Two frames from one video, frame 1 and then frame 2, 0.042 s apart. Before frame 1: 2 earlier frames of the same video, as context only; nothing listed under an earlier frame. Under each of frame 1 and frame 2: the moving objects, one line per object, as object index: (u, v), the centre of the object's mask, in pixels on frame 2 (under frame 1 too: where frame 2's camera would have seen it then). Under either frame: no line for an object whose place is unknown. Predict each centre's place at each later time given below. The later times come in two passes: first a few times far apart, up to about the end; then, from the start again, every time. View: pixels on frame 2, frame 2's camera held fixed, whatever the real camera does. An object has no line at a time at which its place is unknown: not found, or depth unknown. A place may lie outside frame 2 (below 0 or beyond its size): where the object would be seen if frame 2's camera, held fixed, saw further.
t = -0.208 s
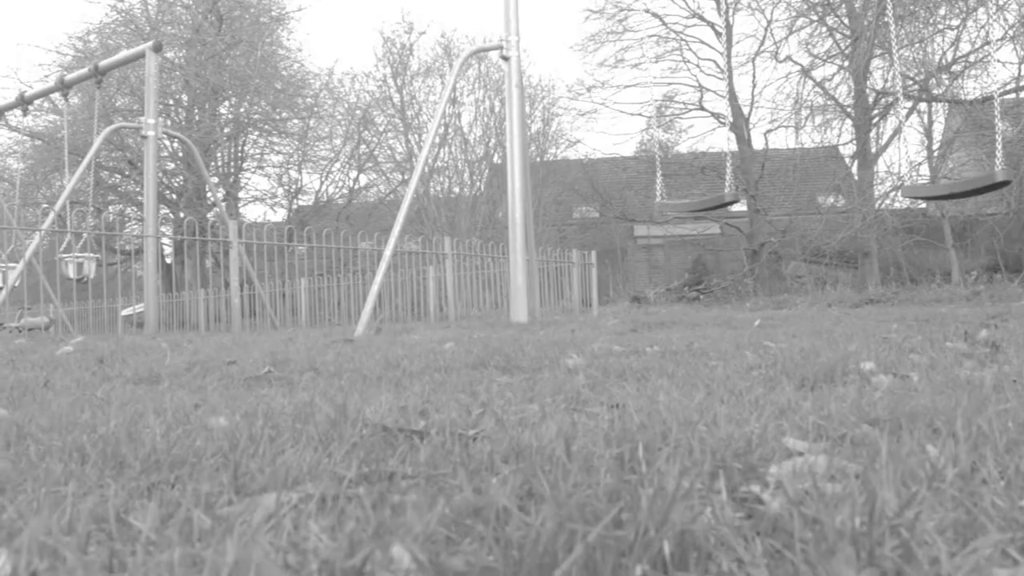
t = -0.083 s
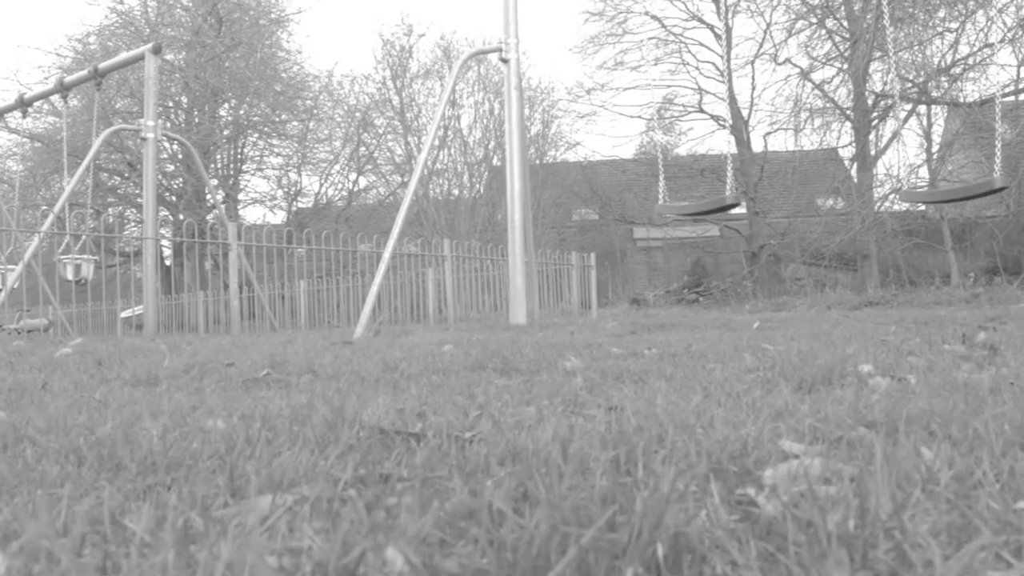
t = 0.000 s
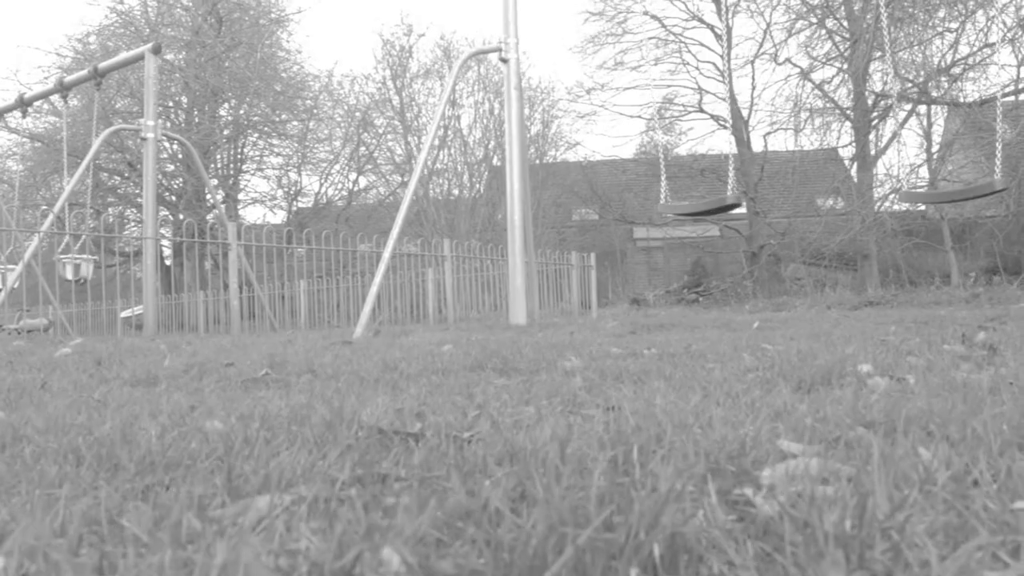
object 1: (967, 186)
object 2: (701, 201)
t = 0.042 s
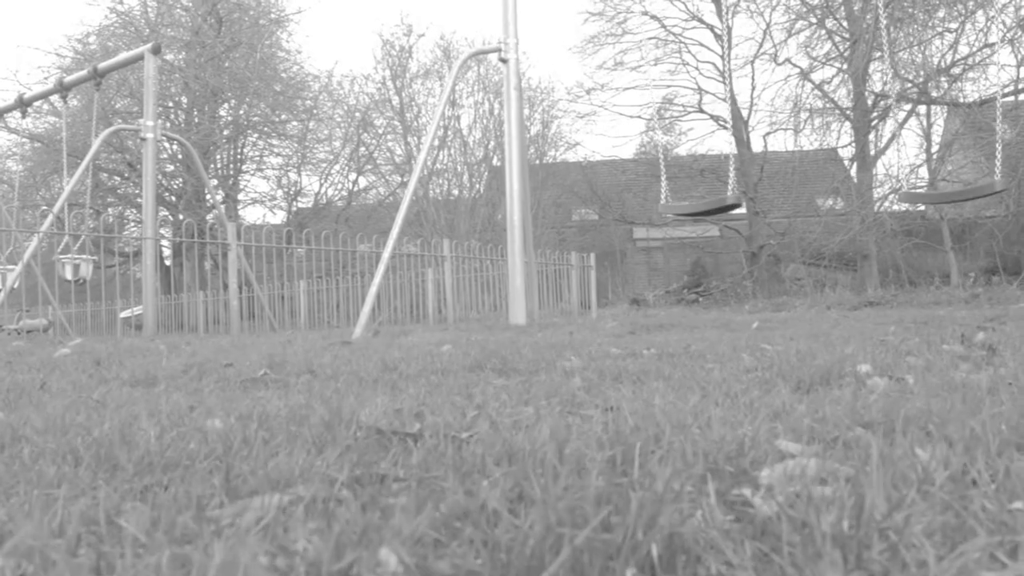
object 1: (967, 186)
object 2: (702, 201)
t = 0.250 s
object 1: (968, 187)
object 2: (703, 202)
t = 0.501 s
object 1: (967, 188)
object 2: (704, 202)
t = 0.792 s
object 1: (969, 188)
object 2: (694, 203)
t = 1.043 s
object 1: (974, 185)
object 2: (689, 199)
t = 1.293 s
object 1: (972, 179)
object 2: (683, 199)
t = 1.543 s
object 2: (677, 195)
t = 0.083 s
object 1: (966, 187)
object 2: (703, 201)
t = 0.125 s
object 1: (969, 187)
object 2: (702, 201)
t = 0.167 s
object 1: (968, 187)
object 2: (702, 202)
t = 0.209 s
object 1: (965, 188)
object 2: (701, 202)
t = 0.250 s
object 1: (968, 187)
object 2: (703, 202)
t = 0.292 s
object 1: (968, 187)
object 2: (704, 202)
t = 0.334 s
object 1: (966, 188)
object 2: (705, 202)
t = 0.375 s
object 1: (968, 187)
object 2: (703, 203)
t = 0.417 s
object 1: (964, 189)
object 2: (704, 202)
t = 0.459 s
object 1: (965, 188)
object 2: (703, 203)
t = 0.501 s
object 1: (967, 188)
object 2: (704, 202)
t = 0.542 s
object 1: (966, 188)
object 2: (702, 203)
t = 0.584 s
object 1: (967, 188)
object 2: (700, 203)
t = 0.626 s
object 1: (967, 188)
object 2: (700, 203)
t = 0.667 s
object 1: (968, 188)
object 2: (699, 203)
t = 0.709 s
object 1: (968, 188)
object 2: (700, 203)
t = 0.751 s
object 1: (968, 188)
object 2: (698, 203)
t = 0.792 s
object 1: (969, 188)
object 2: (694, 203)
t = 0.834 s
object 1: (970, 188)
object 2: (698, 202)
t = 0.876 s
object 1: (971, 188)
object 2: (695, 200)
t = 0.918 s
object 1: (971, 188)
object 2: (695, 199)
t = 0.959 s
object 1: (971, 187)
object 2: (693, 199)
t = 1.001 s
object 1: (972, 186)
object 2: (692, 199)
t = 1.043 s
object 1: (974, 185)
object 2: (689, 199)
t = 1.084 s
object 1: (970, 185)
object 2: (689, 199)
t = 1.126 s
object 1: (970, 185)
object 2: (687, 200)
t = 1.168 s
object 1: (971, 183)
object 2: (686, 199)
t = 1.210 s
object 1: (971, 181)
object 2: (684, 200)
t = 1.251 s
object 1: (971, 181)
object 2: (683, 200)
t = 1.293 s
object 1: (972, 179)
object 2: (683, 199)
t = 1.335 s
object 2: (681, 198)
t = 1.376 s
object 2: (680, 198)
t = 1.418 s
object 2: (680, 196)
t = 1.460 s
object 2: (679, 196)
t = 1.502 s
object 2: (678, 195)
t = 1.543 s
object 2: (677, 195)
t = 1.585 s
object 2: (677, 194)
